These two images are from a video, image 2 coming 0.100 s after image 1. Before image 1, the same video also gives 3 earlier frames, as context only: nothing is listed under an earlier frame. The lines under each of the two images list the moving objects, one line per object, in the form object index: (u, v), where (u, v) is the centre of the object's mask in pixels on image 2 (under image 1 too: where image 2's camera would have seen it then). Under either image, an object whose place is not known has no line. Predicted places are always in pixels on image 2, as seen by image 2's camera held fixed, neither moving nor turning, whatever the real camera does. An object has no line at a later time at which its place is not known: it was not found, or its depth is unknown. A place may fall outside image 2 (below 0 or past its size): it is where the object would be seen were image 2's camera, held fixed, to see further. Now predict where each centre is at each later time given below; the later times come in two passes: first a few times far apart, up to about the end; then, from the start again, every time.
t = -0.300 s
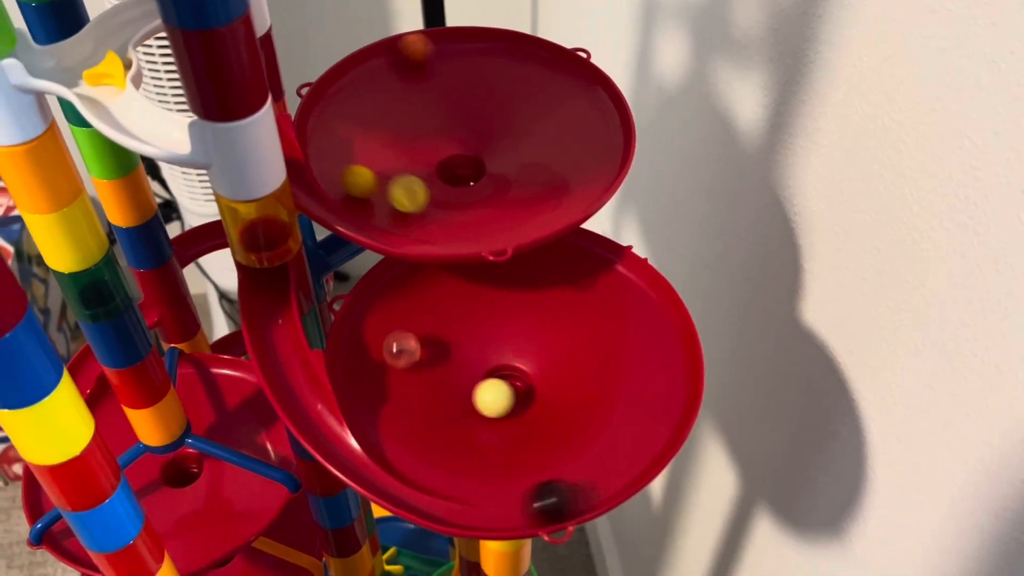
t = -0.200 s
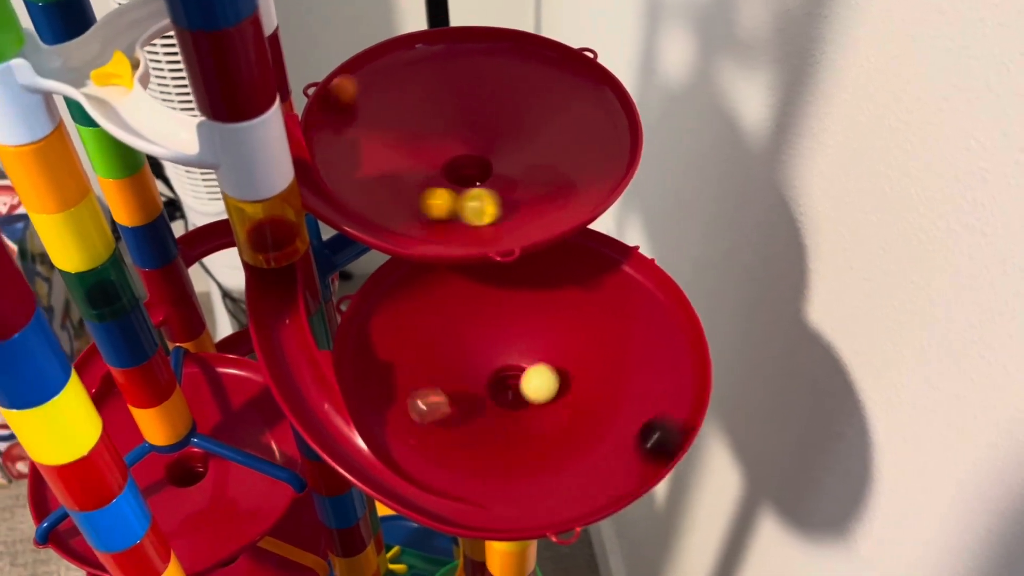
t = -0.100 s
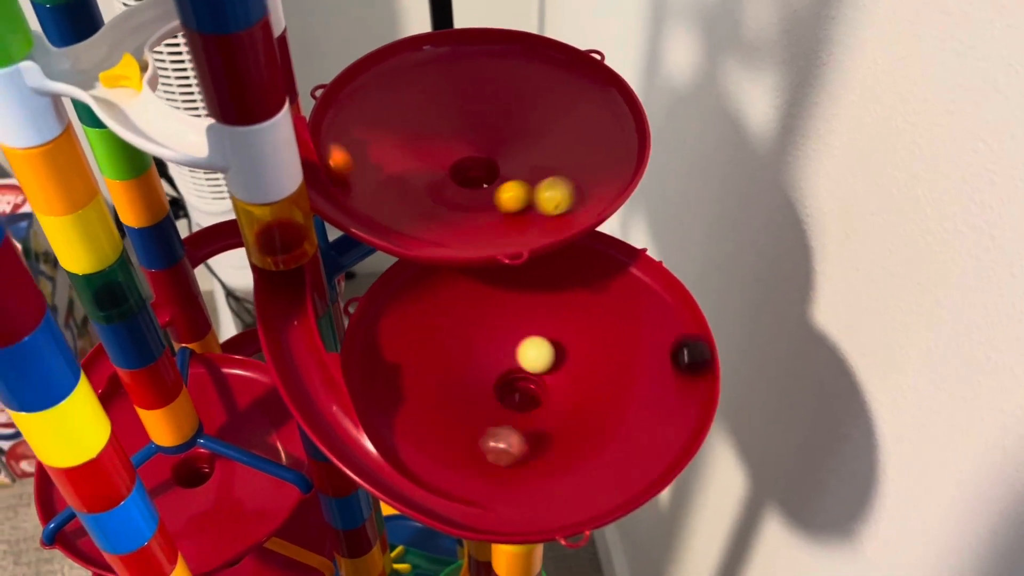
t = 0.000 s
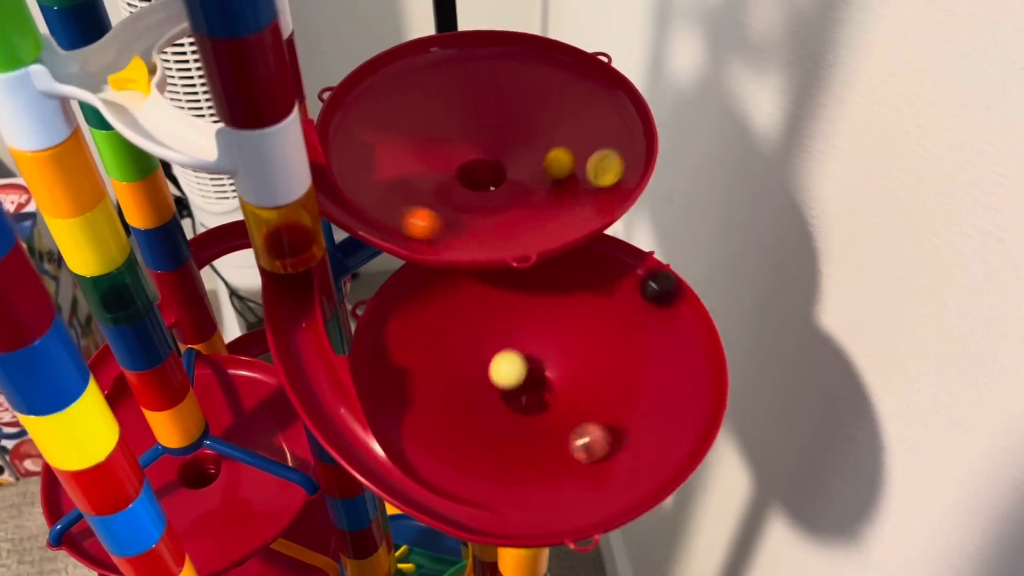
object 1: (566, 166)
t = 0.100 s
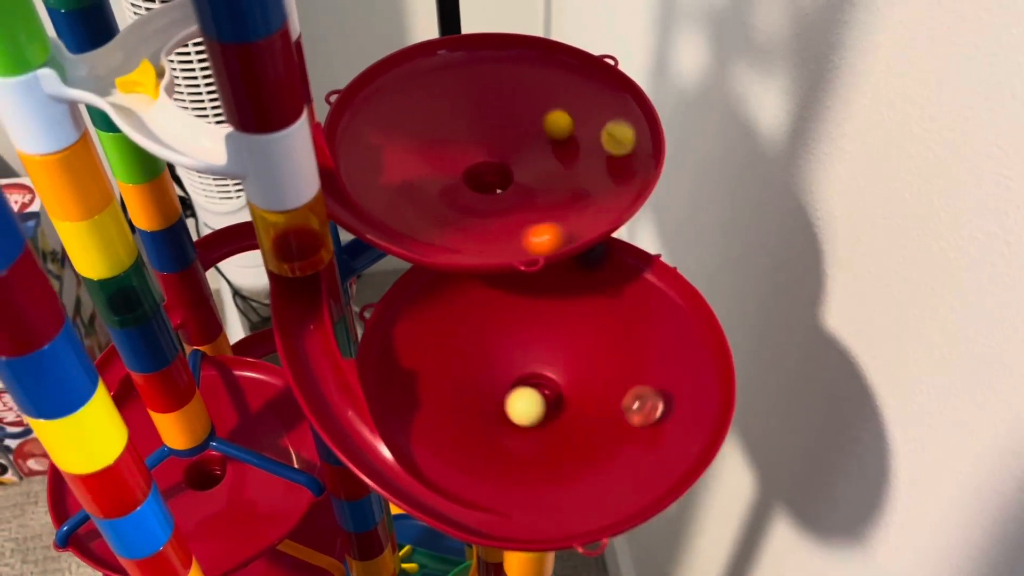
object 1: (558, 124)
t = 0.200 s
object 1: (514, 99)
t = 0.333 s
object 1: (443, 112)
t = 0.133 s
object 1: (546, 114)
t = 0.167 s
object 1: (531, 105)
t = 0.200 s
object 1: (514, 99)
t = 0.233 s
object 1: (496, 97)
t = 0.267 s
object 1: (477, 99)
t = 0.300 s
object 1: (460, 103)
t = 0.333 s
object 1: (443, 112)
